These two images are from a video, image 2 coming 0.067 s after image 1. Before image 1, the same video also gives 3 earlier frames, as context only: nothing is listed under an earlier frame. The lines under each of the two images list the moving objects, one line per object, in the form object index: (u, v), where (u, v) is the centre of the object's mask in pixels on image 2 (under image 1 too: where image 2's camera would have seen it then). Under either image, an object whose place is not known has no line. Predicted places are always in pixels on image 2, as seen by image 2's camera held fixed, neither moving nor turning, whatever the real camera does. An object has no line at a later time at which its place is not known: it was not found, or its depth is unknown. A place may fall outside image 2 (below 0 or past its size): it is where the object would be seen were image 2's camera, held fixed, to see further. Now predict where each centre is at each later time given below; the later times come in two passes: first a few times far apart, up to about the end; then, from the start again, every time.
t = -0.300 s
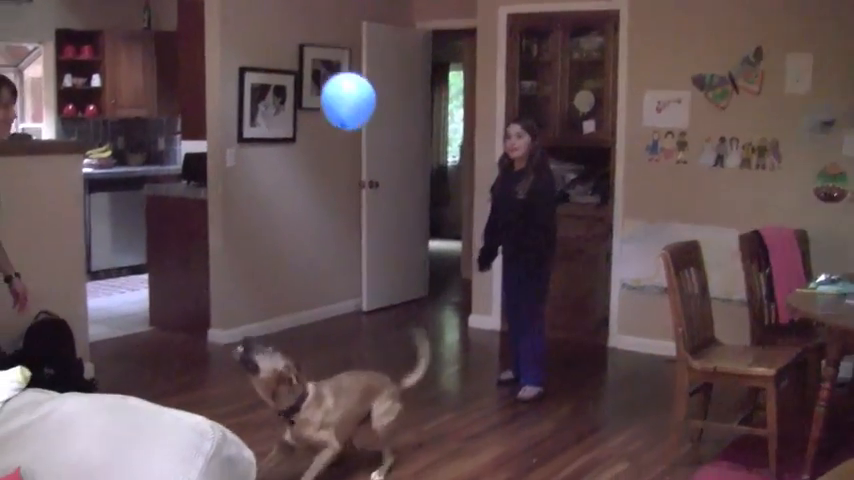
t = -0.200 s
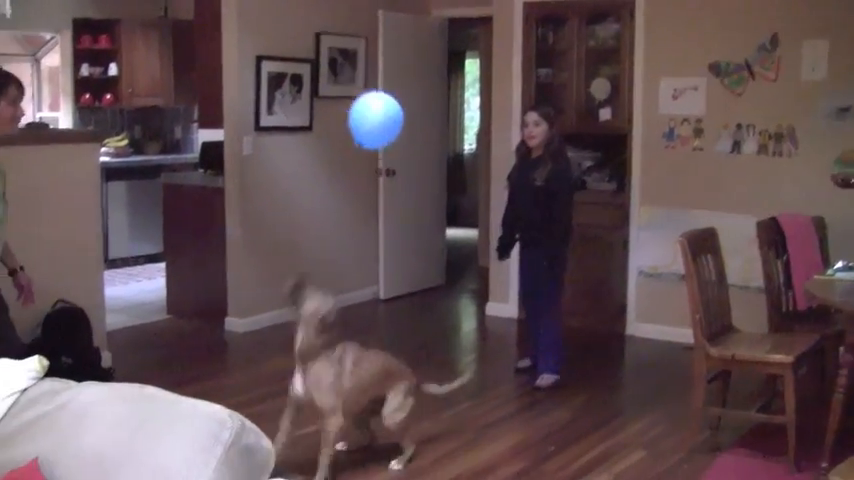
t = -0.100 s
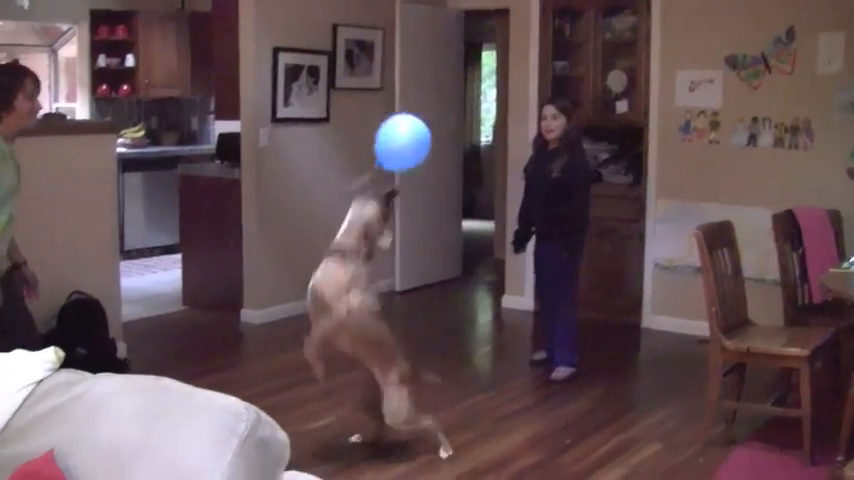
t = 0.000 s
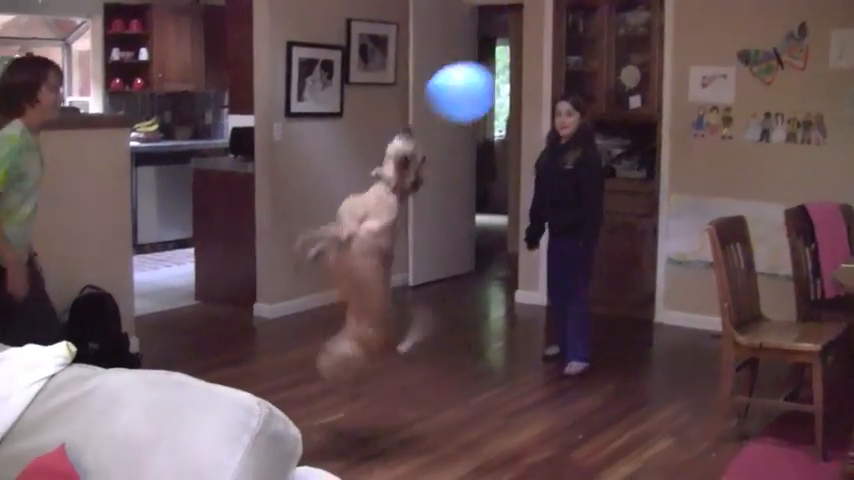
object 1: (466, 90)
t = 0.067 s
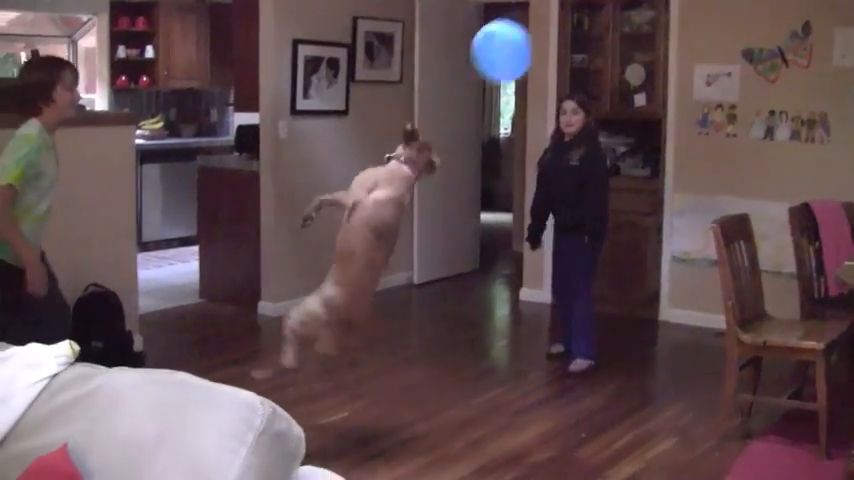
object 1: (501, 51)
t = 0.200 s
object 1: (567, 12)
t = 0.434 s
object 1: (659, 6)
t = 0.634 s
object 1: (720, 27)
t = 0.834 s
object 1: (763, 71)
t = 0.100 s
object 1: (518, 35)
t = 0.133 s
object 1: (535, 24)
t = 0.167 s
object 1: (551, 17)
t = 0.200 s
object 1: (567, 12)
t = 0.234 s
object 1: (582, 9)
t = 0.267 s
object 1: (596, 7)
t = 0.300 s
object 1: (610, 5)
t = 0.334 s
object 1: (623, 4)
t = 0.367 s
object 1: (636, 3)
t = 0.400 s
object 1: (648, 4)
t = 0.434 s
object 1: (659, 6)
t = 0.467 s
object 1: (671, 8)
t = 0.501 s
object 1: (681, 11)
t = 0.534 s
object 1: (692, 14)
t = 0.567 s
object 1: (702, 18)
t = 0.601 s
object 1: (711, 22)
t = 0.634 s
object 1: (720, 27)
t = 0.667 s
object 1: (728, 33)
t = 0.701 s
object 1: (736, 39)
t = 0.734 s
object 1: (743, 47)
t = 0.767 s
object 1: (750, 54)
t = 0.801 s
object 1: (756, 62)
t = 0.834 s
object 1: (763, 71)
